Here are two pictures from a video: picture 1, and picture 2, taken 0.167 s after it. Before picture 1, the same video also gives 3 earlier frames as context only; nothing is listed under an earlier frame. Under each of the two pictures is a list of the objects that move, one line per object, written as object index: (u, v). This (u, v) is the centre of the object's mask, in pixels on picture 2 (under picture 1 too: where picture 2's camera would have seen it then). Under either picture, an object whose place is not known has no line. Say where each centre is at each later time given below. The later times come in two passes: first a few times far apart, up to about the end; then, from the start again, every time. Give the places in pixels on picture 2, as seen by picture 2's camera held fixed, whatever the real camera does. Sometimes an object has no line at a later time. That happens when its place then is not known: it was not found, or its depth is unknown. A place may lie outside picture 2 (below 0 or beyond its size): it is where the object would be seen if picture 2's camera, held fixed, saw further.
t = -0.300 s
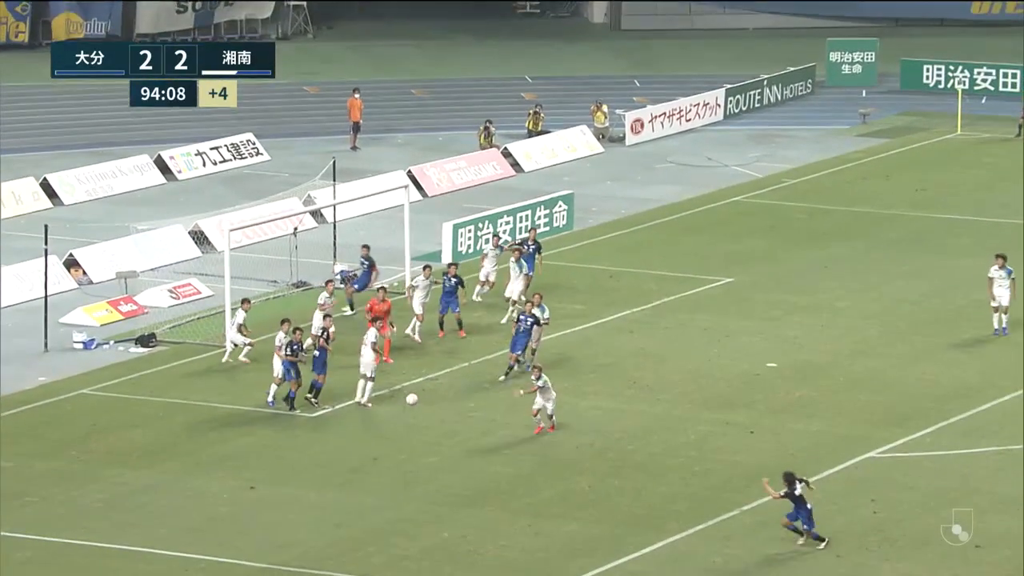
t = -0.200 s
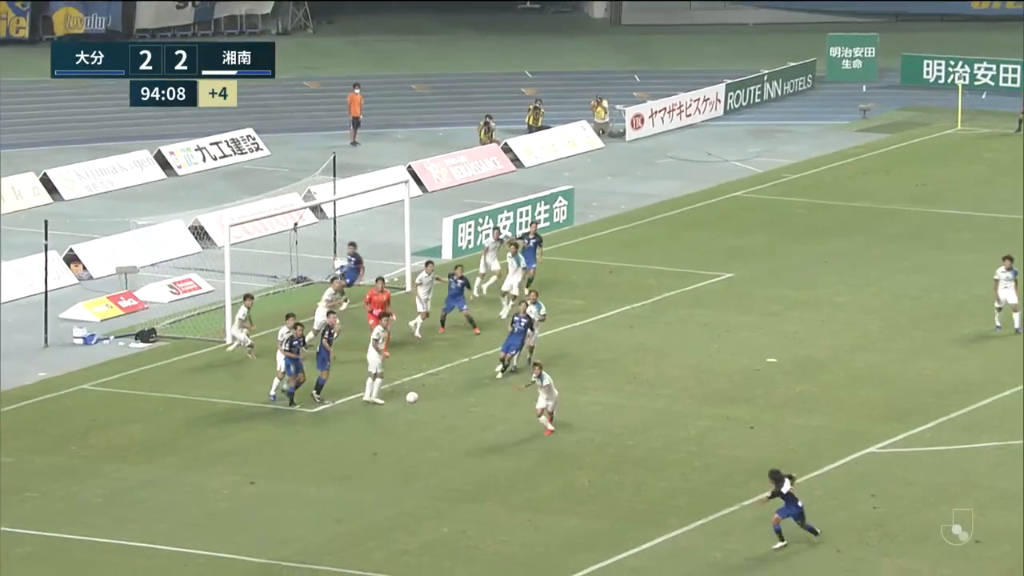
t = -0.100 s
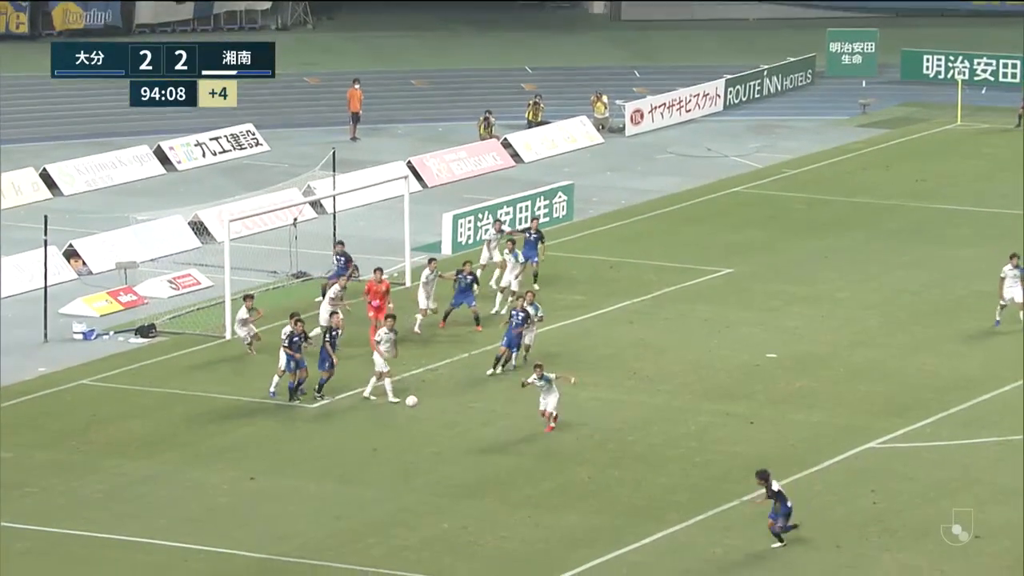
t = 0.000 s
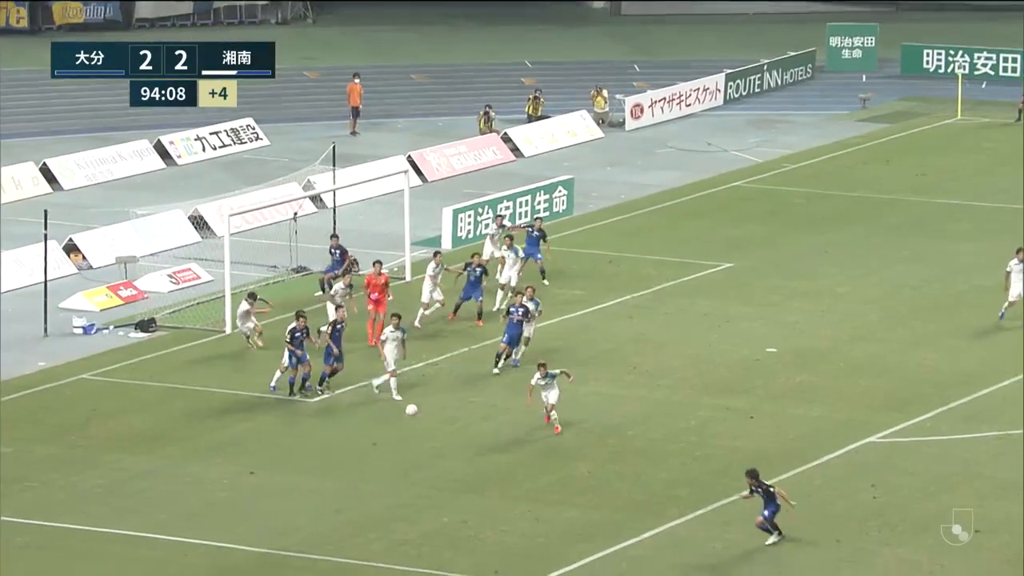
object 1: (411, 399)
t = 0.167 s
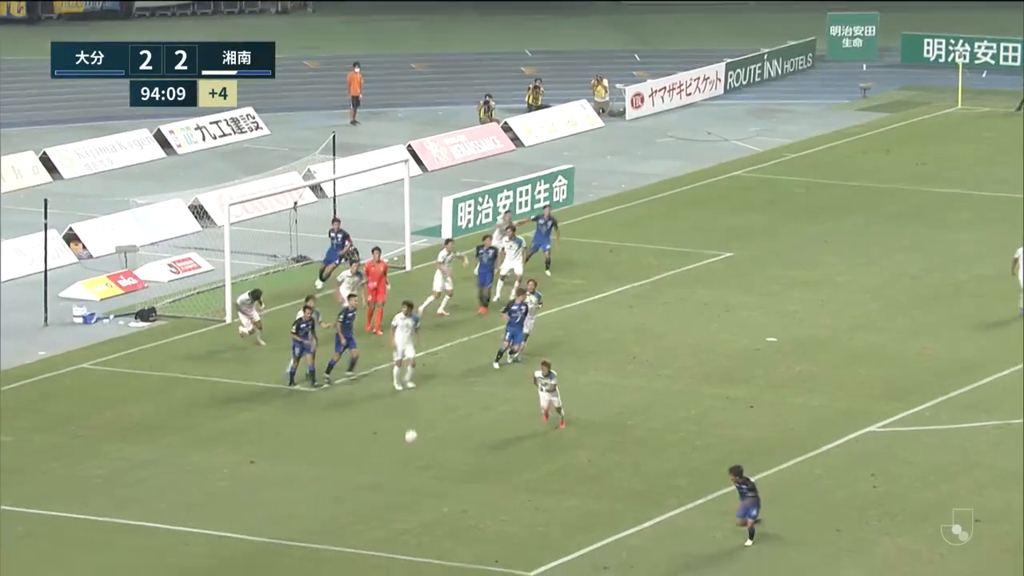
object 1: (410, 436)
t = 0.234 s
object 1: (410, 455)
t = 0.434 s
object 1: (409, 480)
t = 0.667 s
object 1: (409, 491)
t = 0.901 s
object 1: (409, 537)
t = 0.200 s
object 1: (410, 445)
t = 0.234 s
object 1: (410, 455)
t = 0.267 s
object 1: (410, 466)
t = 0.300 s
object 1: (410, 478)
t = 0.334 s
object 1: (410, 484)
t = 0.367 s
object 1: (410, 484)
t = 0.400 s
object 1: (410, 481)
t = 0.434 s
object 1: (409, 480)
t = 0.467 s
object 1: (409, 480)
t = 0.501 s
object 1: (409, 480)
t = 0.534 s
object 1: (409, 481)
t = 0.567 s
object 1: (409, 482)
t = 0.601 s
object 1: (409, 485)
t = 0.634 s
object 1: (409, 488)
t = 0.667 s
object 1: (409, 491)
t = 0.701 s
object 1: (409, 495)
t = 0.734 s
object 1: (409, 500)
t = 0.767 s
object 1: (409, 506)
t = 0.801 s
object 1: (409, 513)
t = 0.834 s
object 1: (408, 520)
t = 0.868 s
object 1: (408, 528)
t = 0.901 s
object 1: (409, 537)
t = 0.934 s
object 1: (408, 546)
